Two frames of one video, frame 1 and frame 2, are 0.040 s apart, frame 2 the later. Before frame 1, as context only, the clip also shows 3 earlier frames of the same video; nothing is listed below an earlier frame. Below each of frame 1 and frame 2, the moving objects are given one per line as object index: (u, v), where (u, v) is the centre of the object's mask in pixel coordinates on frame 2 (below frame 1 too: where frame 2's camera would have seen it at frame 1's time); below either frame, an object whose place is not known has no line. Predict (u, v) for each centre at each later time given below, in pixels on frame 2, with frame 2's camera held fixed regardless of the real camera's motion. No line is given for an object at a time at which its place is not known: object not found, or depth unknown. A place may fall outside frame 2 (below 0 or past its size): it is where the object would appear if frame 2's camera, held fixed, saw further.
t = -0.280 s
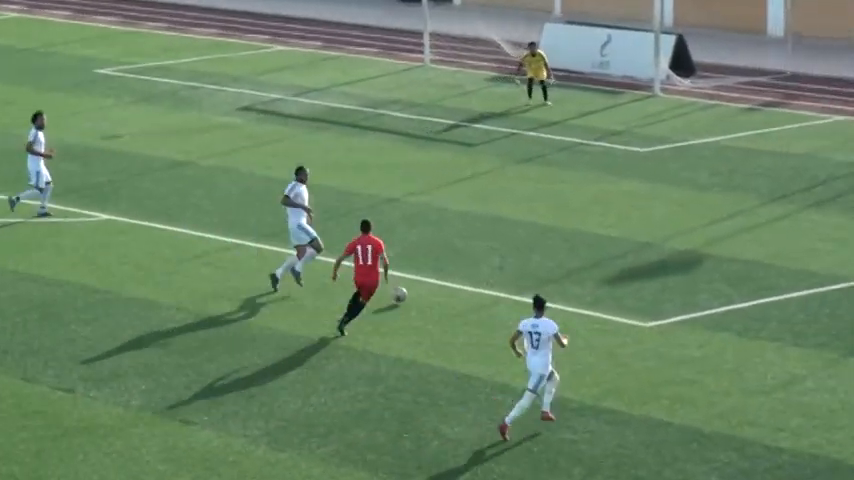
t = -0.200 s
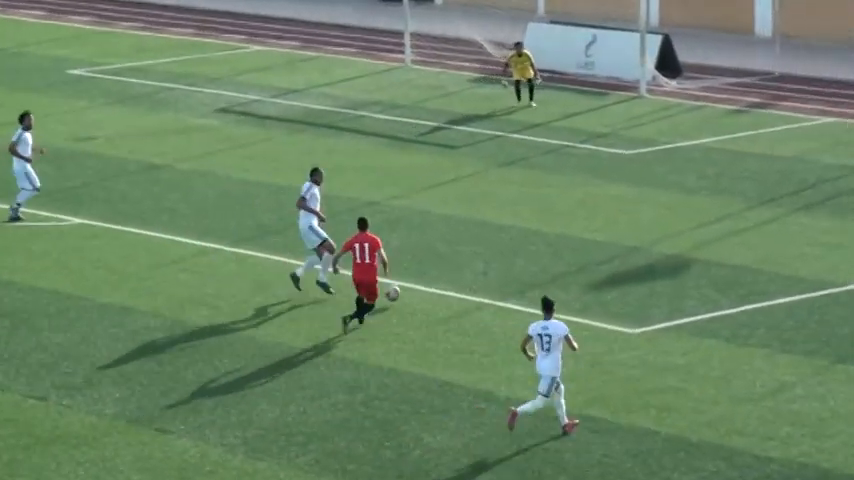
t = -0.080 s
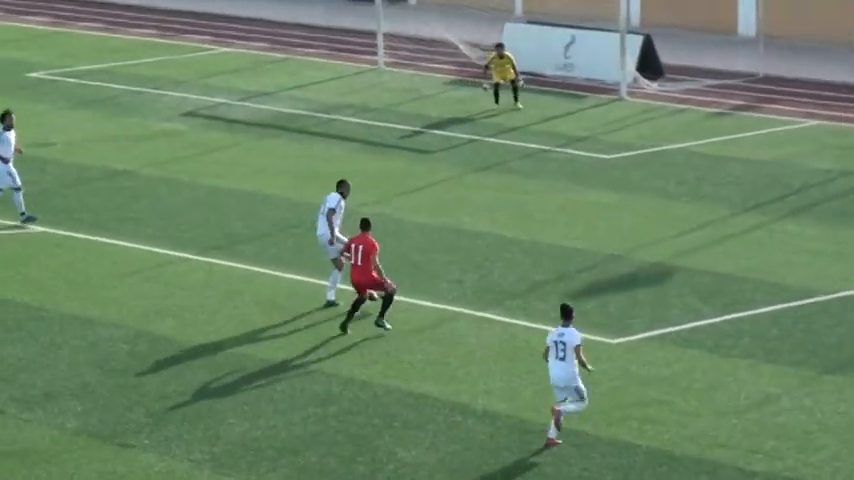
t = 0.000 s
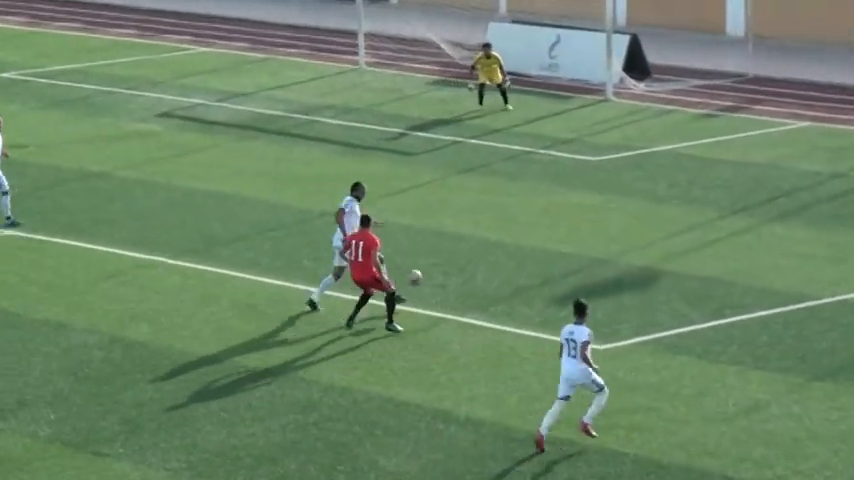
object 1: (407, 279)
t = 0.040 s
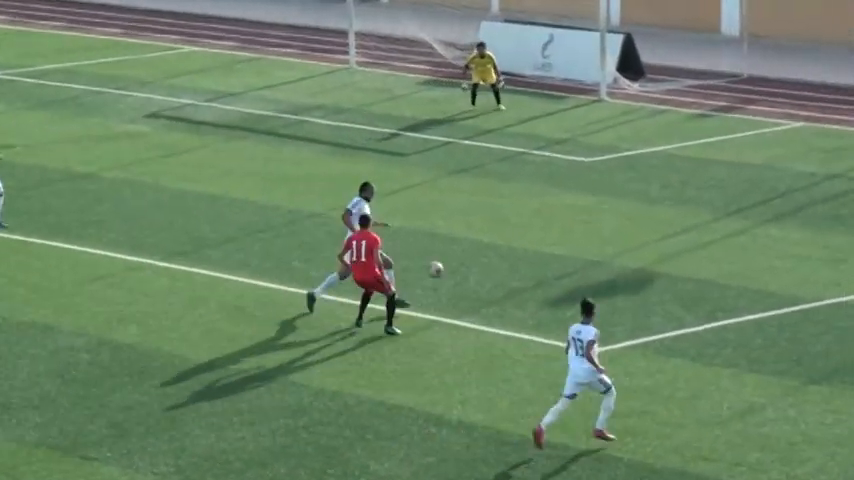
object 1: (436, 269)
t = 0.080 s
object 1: (464, 260)
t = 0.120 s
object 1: (494, 252)
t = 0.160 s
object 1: (525, 246)
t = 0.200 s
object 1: (553, 241)
